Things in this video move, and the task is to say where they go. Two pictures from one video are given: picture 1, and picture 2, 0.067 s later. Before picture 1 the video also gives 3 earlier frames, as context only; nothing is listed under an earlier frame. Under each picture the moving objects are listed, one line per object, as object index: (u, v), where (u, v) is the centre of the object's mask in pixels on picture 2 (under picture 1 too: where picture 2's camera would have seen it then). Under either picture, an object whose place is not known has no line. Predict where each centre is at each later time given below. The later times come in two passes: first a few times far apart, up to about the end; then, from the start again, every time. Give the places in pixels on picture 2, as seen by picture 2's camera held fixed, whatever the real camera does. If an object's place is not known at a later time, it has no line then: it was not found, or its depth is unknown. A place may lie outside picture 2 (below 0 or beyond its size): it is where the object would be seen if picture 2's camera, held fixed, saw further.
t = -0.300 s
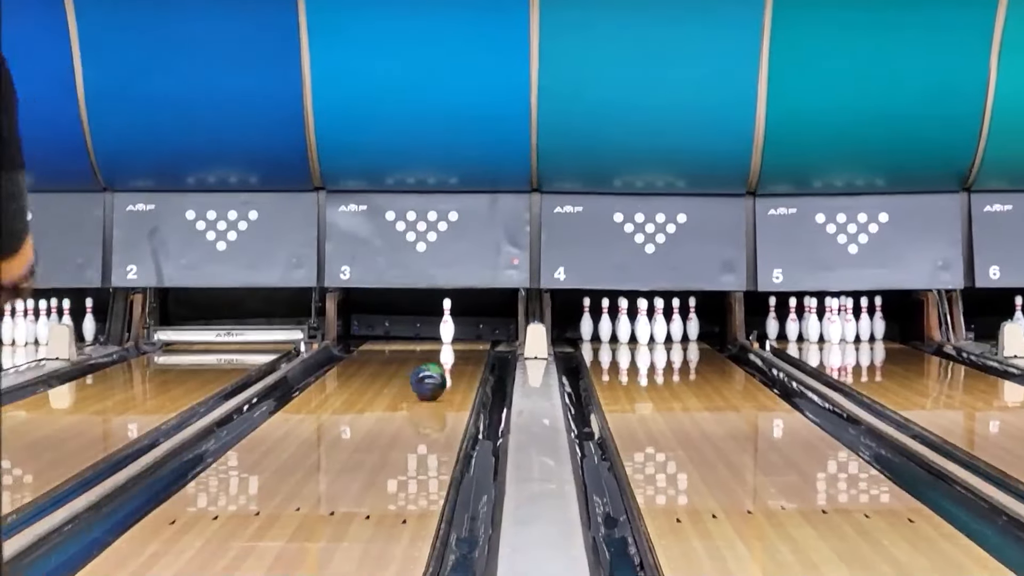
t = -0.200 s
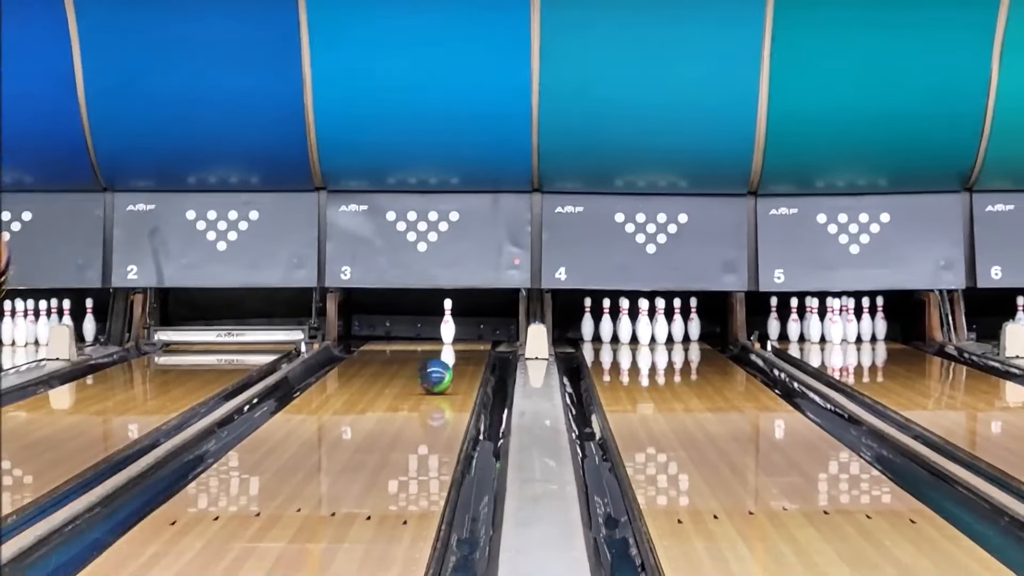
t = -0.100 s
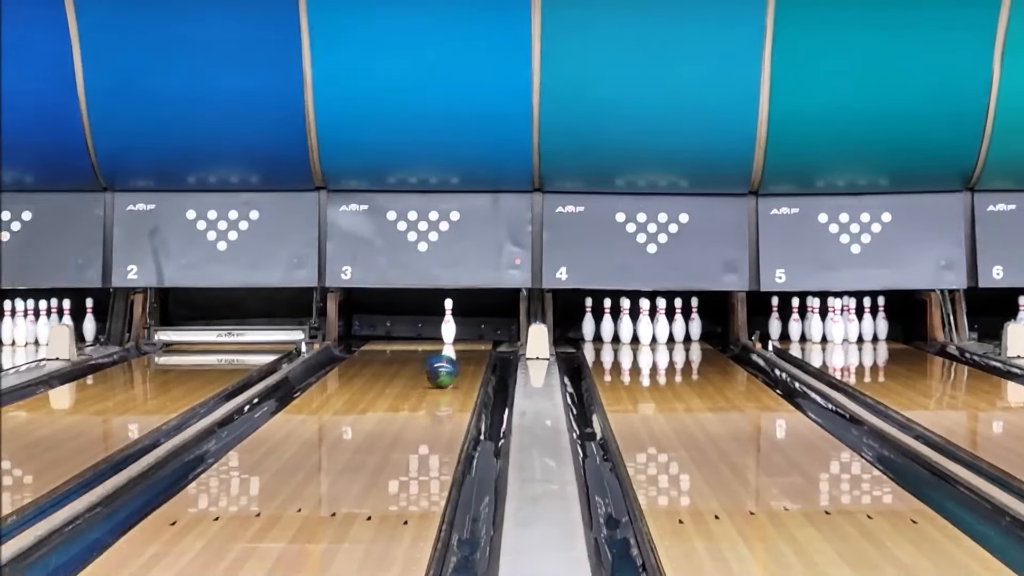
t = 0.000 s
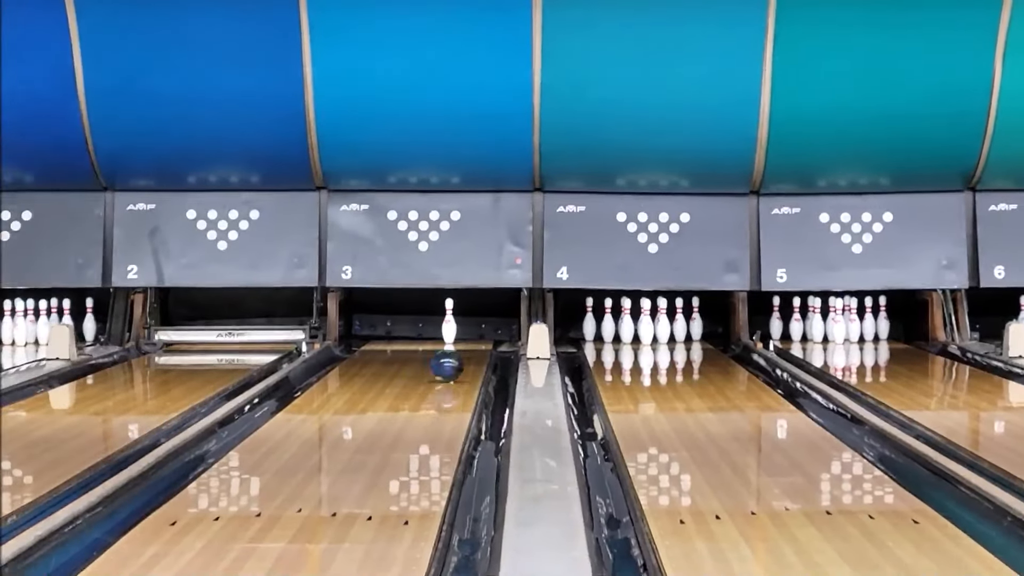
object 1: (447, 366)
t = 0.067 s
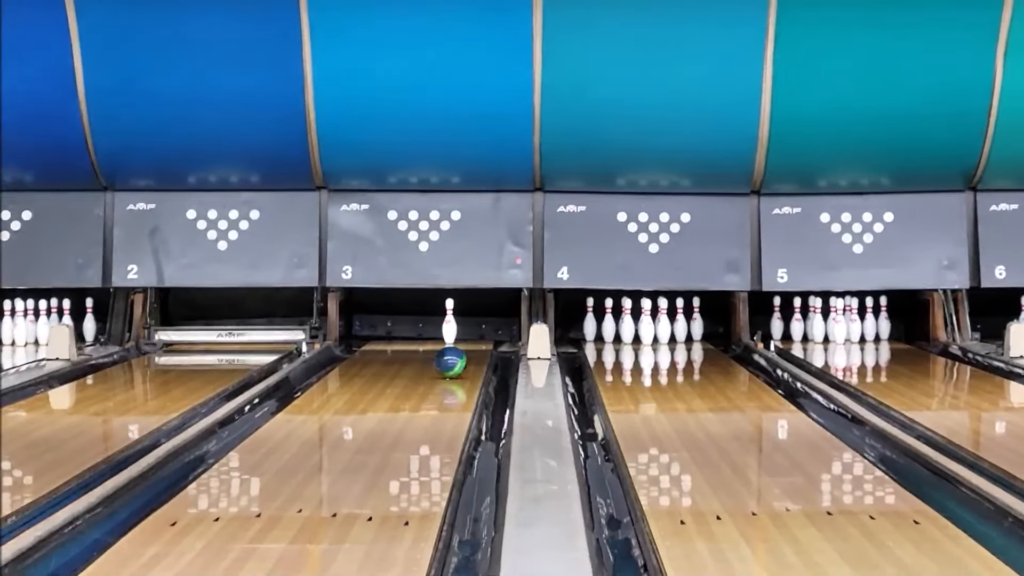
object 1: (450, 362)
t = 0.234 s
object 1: (457, 355)
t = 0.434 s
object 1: (463, 347)
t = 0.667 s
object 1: (465, 340)
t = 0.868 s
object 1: (465, 334)
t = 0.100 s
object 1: (452, 360)
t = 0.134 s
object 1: (453, 359)
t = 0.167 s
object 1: (455, 358)
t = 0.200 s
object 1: (456, 357)
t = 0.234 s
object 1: (457, 355)
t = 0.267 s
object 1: (458, 353)
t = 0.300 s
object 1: (459, 352)
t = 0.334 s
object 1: (460, 351)
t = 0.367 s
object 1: (461, 350)
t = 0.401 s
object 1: (462, 348)
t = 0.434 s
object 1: (463, 347)
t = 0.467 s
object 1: (463, 346)
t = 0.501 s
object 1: (464, 345)
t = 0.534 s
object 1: (463, 344)
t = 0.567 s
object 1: (464, 342)
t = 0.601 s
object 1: (464, 341)
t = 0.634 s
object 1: (464, 340)
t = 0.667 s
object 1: (465, 340)
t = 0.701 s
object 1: (465, 339)
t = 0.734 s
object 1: (465, 337)
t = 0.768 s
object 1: (464, 337)
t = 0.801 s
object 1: (464, 336)
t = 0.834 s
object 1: (463, 335)
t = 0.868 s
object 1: (465, 334)
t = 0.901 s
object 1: (464, 333)
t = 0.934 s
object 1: (464, 332)
